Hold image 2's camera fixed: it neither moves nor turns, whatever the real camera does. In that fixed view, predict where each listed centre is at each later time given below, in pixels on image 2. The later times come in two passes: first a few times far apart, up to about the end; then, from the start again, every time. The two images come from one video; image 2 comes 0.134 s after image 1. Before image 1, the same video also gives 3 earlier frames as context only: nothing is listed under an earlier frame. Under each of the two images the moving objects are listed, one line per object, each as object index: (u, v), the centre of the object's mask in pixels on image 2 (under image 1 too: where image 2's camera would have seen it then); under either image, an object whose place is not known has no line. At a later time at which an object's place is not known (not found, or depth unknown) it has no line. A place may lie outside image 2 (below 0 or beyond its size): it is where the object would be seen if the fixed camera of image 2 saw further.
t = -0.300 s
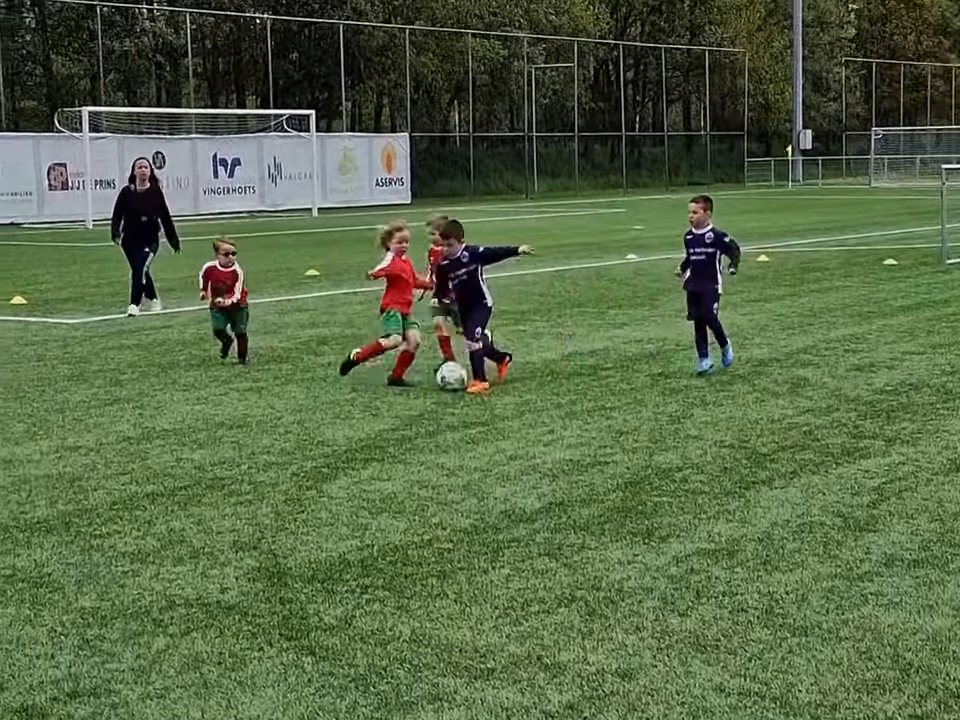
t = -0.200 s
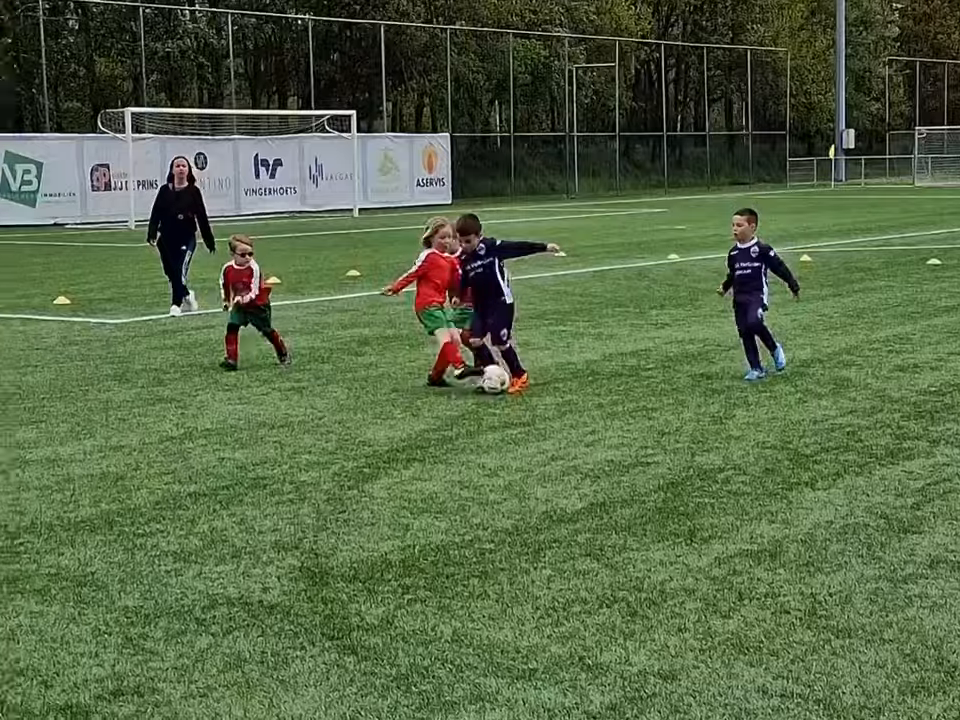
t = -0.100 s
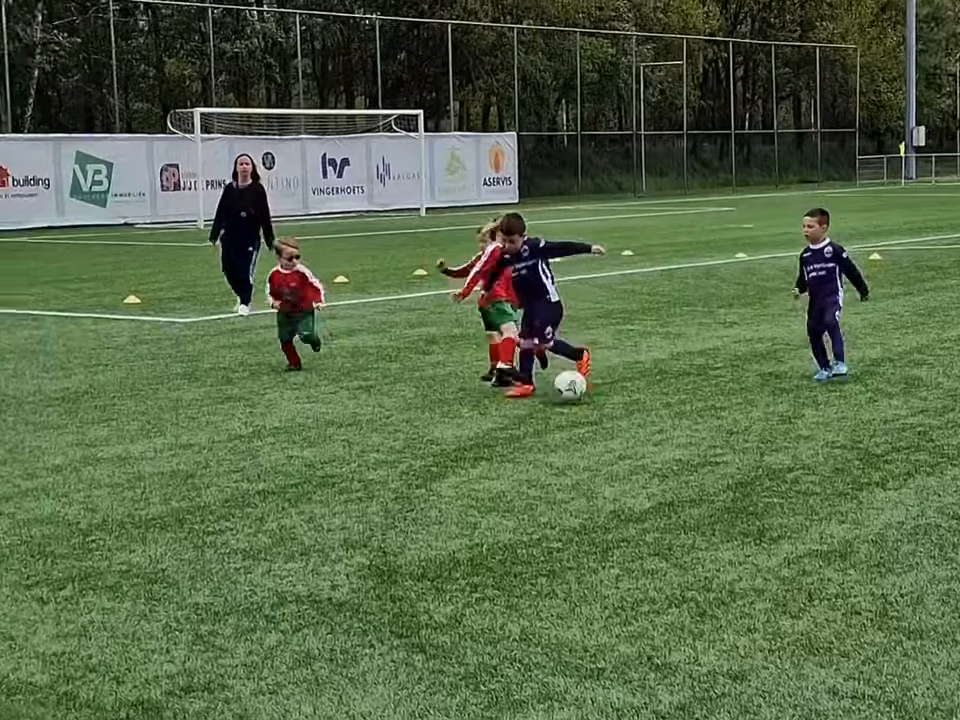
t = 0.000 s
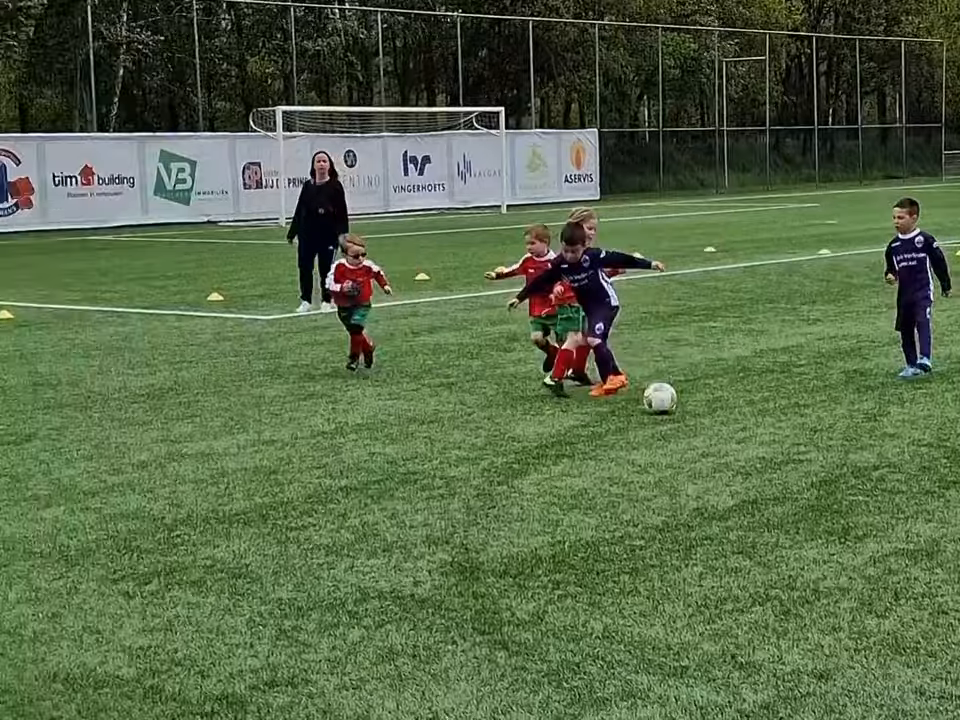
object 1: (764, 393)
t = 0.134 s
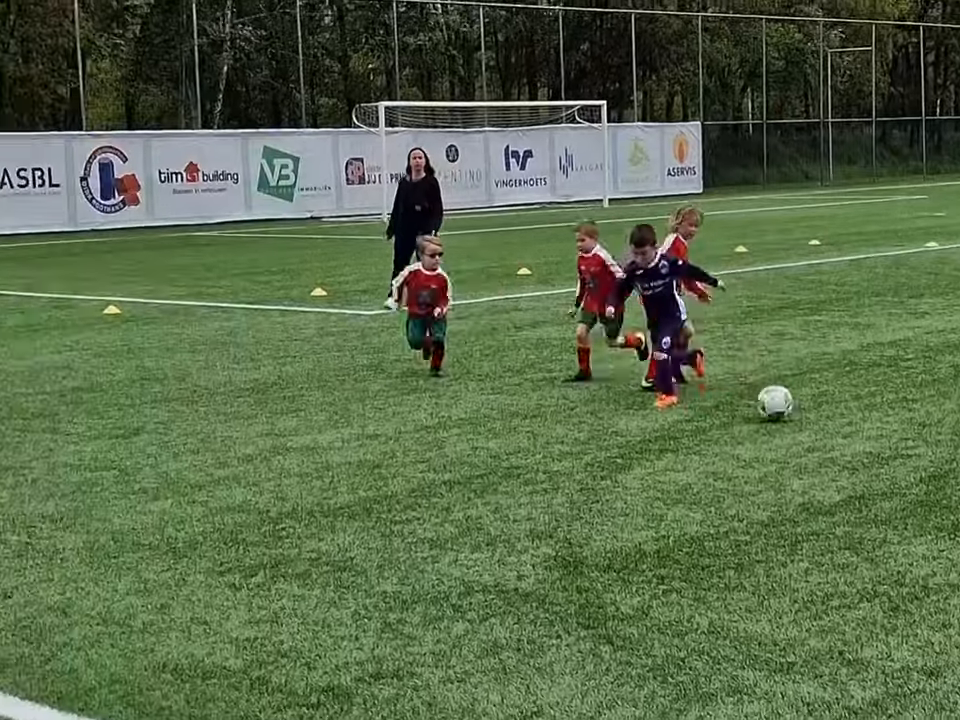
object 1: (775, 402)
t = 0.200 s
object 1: (780, 410)
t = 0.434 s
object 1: (798, 433)
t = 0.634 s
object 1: (811, 448)
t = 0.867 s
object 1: (831, 479)
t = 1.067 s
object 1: (847, 501)
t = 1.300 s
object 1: (858, 535)
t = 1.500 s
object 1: (860, 565)
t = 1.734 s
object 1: (862, 596)
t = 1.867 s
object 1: (863, 617)
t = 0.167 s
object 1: (778, 409)
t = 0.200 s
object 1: (780, 410)
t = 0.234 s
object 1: (782, 409)
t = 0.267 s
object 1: (784, 410)
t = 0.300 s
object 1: (788, 415)
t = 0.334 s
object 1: (790, 423)
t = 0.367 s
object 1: (791, 428)
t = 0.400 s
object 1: (794, 430)
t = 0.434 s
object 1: (798, 433)
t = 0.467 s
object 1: (800, 436)
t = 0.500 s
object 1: (801, 438)
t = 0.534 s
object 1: (804, 444)
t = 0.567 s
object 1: (808, 446)
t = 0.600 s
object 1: (810, 446)
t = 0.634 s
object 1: (811, 448)
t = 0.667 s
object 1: (813, 451)
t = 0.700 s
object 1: (818, 459)
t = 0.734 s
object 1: (820, 464)
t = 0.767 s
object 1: (821, 462)
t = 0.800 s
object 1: (824, 467)
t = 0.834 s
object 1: (828, 472)
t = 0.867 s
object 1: (831, 479)
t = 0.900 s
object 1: (834, 482)
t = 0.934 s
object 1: (835, 484)
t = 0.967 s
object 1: (838, 488)
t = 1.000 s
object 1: (843, 495)
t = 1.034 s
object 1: (847, 499)
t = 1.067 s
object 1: (847, 501)
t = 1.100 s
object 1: (849, 503)
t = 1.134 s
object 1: (851, 510)
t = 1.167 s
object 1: (854, 518)
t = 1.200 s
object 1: (856, 519)
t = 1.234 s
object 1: (856, 523)
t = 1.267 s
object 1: (857, 528)
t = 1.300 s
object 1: (858, 535)
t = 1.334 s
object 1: (860, 540)
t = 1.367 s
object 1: (861, 540)
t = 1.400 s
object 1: (860, 545)
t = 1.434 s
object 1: (860, 548)
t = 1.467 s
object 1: (861, 555)
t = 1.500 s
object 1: (860, 565)
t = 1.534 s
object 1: (861, 566)
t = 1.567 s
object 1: (861, 569)
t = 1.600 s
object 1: (861, 573)
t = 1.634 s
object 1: (861, 579)
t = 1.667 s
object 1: (860, 589)
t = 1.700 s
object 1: (860, 593)
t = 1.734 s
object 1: (862, 596)
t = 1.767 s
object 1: (863, 602)
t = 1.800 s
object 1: (863, 607)
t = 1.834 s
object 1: (862, 612)
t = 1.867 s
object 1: (863, 617)
